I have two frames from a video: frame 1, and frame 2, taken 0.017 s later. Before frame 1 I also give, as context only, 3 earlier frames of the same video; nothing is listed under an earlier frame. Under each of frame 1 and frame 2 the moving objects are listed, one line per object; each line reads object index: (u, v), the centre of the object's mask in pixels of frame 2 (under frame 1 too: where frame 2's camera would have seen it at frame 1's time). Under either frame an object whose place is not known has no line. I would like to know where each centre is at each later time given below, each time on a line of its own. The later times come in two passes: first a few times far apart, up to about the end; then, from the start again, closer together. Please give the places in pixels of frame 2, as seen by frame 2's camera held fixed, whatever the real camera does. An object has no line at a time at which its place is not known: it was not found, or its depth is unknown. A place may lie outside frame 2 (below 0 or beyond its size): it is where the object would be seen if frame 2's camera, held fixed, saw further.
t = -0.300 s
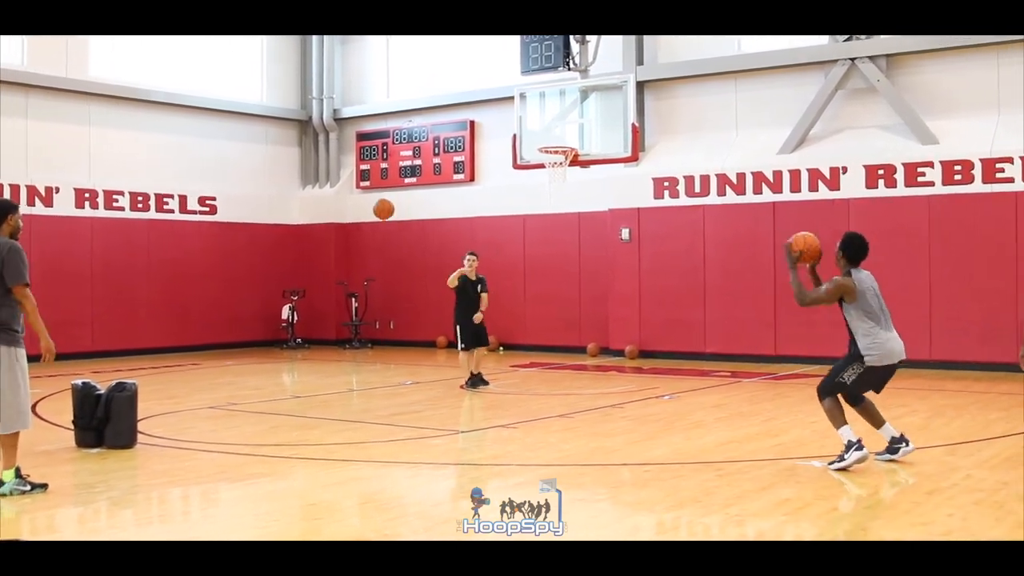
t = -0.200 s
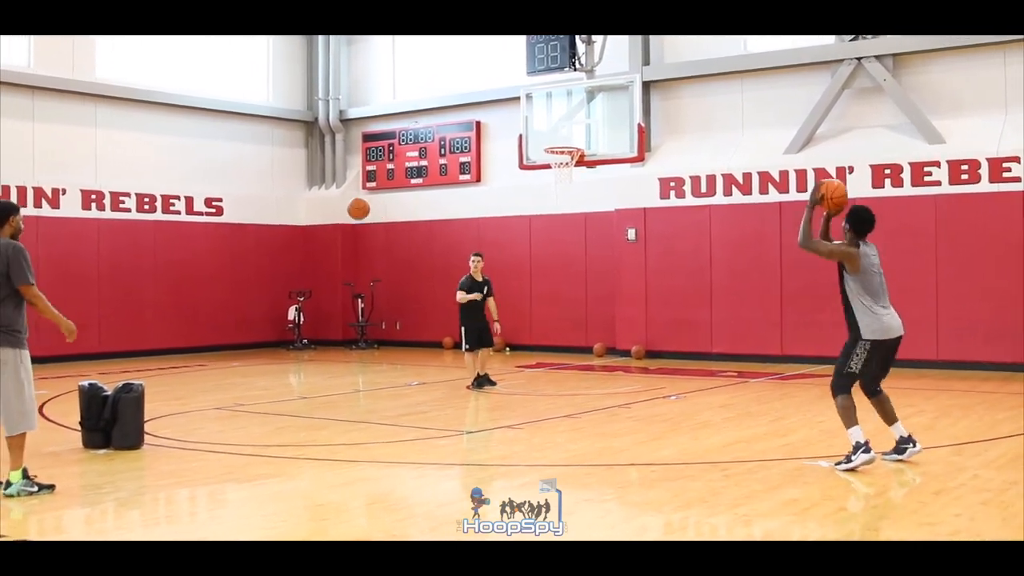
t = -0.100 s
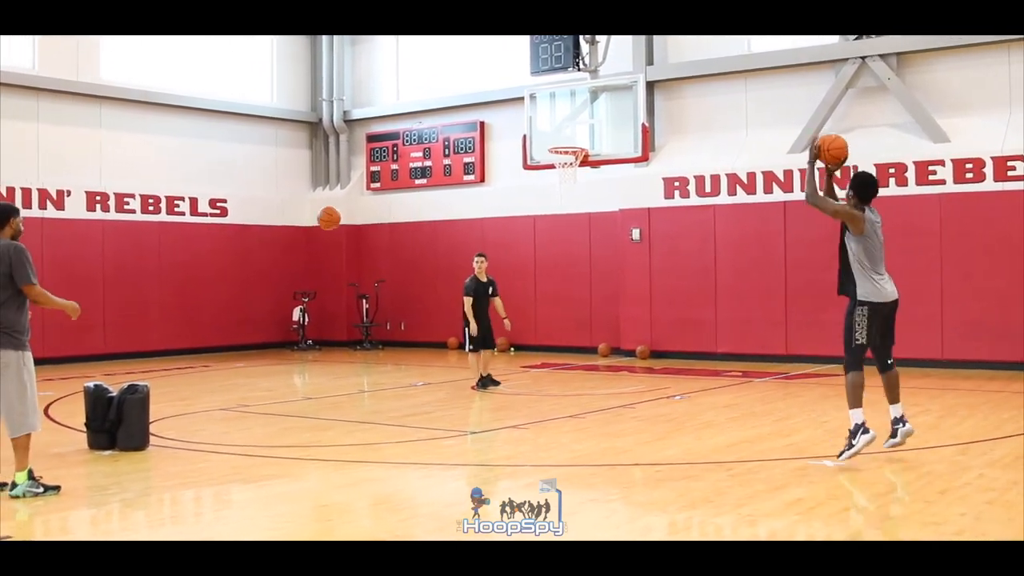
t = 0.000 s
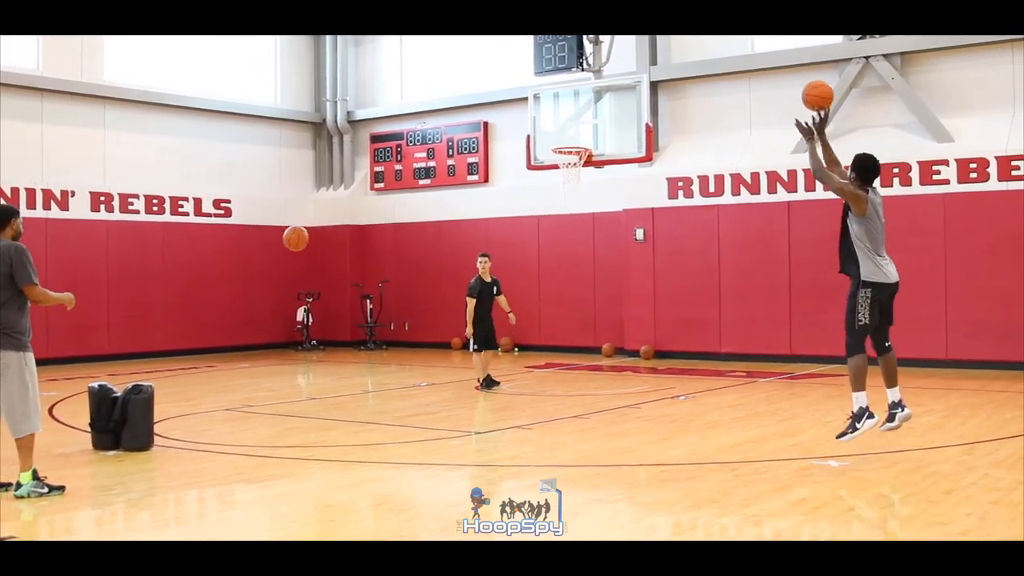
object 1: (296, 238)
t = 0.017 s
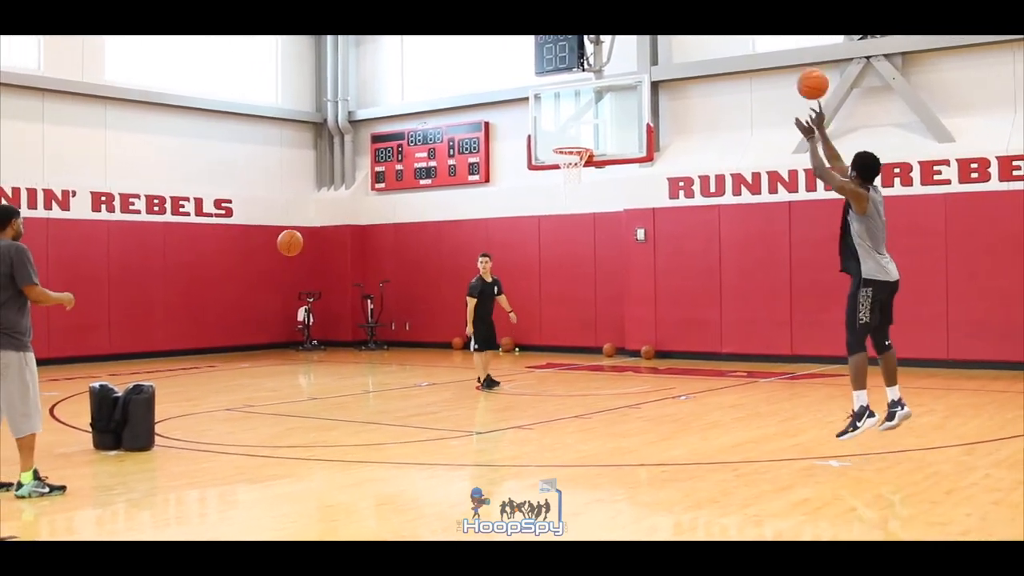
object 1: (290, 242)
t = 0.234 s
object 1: (195, 338)
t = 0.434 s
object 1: (103, 420)
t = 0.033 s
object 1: (283, 247)
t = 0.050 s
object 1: (276, 252)
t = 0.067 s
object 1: (270, 258)
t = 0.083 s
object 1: (263, 264)
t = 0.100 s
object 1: (256, 271)
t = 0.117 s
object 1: (249, 277)
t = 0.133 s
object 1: (241, 284)
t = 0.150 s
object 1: (234, 292)
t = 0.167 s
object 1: (226, 301)
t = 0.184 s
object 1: (219, 309)
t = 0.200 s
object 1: (211, 318)
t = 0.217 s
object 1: (203, 328)
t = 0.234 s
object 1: (195, 338)
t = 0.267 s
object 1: (178, 358)
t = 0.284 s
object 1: (170, 370)
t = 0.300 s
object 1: (161, 383)
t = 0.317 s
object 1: (152, 396)
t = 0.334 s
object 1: (143, 409)
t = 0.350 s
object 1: (135, 423)
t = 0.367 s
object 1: (125, 437)
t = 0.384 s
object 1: (117, 448)
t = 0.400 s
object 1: (112, 439)
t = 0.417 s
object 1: (107, 430)
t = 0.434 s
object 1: (103, 420)
